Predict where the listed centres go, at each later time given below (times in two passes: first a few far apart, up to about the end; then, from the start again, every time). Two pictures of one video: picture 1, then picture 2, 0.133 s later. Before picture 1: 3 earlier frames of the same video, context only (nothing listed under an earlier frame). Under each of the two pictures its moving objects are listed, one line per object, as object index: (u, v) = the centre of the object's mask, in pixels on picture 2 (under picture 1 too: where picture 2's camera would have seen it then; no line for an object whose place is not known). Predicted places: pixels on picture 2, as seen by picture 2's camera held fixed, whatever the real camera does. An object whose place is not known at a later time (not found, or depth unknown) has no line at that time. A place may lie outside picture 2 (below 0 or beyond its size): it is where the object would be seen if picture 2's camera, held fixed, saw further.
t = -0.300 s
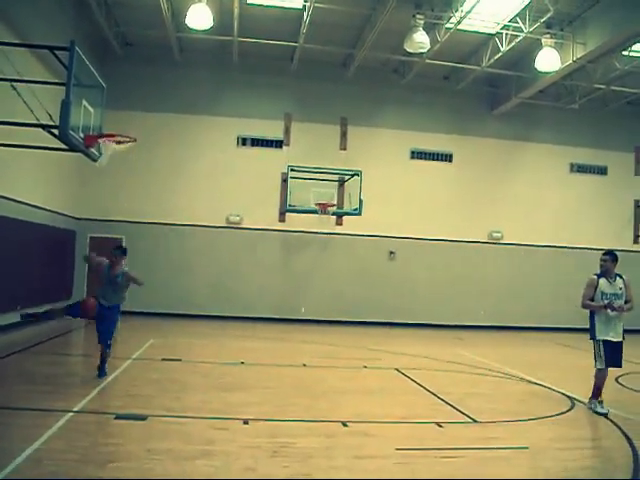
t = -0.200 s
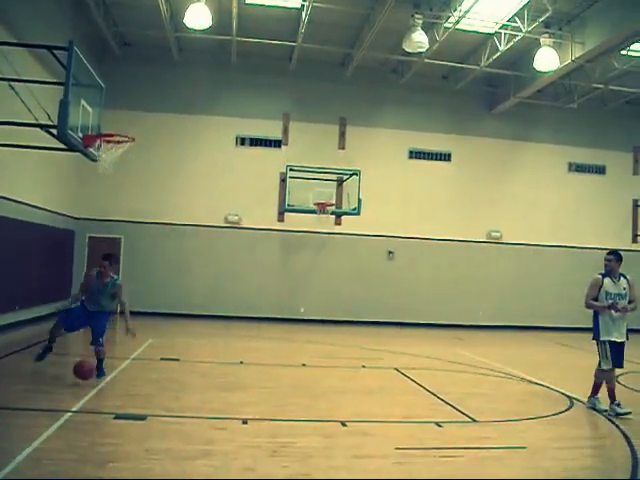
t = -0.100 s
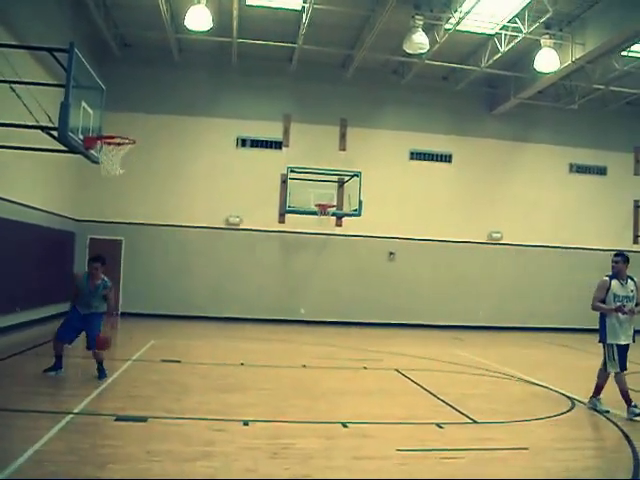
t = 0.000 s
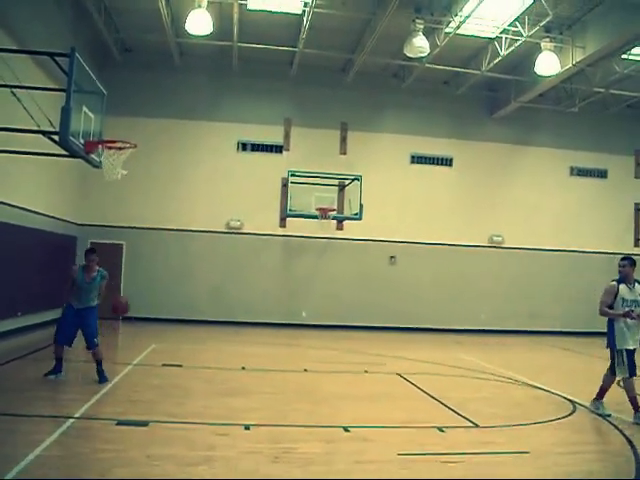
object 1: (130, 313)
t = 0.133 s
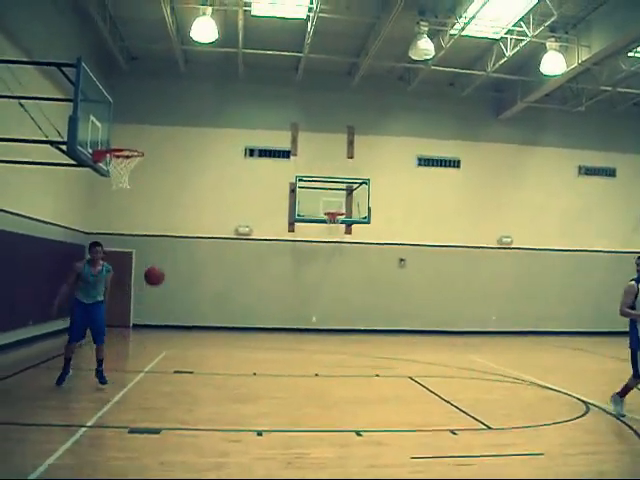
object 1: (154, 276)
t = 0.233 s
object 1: (171, 257)
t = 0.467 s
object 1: (209, 247)
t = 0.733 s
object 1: (250, 287)
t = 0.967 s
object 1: (282, 366)
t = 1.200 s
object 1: (313, 344)
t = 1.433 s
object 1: (341, 314)
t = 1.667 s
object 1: (366, 326)
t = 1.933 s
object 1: (397, 392)
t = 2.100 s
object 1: (415, 358)
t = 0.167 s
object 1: (159, 268)
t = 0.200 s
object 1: (165, 263)
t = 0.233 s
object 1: (171, 257)
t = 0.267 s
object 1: (176, 253)
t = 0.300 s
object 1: (182, 250)
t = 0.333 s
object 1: (187, 248)
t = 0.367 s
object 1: (192, 246)
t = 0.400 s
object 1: (198, 245)
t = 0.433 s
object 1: (203, 246)
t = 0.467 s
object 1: (209, 247)
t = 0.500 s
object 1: (214, 248)
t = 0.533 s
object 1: (219, 251)
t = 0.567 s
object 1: (224, 256)
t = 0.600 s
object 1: (229, 260)
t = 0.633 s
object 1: (235, 265)
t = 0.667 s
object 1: (240, 272)
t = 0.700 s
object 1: (245, 279)
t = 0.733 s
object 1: (250, 287)
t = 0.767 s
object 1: (255, 295)
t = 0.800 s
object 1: (259, 305)
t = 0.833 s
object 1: (265, 316)
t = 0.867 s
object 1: (269, 327)
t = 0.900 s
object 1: (273, 339)
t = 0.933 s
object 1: (278, 352)
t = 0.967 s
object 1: (282, 366)
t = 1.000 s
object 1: (286, 381)
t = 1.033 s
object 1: (291, 392)
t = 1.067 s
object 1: (295, 380)
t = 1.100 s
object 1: (299, 370)
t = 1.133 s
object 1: (304, 360)
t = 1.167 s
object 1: (308, 352)
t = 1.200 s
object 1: (313, 344)
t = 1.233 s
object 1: (317, 337)
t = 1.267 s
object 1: (321, 331)
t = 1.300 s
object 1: (326, 324)
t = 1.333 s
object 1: (329, 321)
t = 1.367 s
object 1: (333, 318)
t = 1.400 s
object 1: (337, 316)
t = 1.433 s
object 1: (341, 314)
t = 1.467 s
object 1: (345, 313)
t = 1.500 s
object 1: (348, 313)
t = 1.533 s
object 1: (352, 314)
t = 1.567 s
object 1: (355, 316)
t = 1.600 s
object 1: (358, 319)
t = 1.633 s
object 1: (362, 322)
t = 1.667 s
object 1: (366, 326)
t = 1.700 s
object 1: (369, 332)
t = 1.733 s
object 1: (374, 338)
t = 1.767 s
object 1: (378, 345)
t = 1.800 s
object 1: (381, 354)
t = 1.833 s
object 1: (385, 363)
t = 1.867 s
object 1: (389, 372)
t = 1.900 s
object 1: (393, 382)
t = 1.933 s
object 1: (397, 392)
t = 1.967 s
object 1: (400, 384)
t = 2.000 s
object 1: (403, 376)
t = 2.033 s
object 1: (408, 369)
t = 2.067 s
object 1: (411, 363)
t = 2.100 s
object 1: (415, 358)
